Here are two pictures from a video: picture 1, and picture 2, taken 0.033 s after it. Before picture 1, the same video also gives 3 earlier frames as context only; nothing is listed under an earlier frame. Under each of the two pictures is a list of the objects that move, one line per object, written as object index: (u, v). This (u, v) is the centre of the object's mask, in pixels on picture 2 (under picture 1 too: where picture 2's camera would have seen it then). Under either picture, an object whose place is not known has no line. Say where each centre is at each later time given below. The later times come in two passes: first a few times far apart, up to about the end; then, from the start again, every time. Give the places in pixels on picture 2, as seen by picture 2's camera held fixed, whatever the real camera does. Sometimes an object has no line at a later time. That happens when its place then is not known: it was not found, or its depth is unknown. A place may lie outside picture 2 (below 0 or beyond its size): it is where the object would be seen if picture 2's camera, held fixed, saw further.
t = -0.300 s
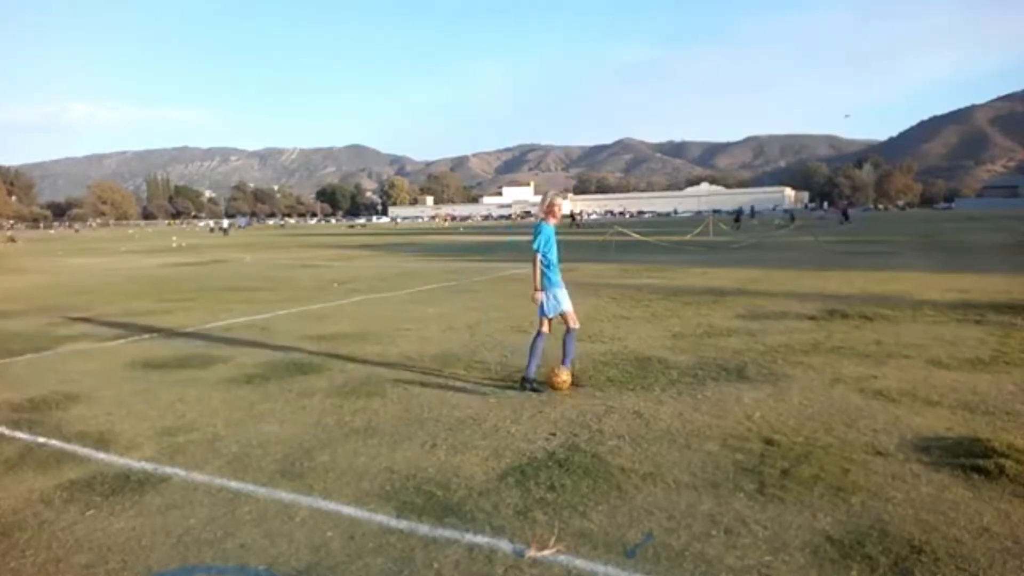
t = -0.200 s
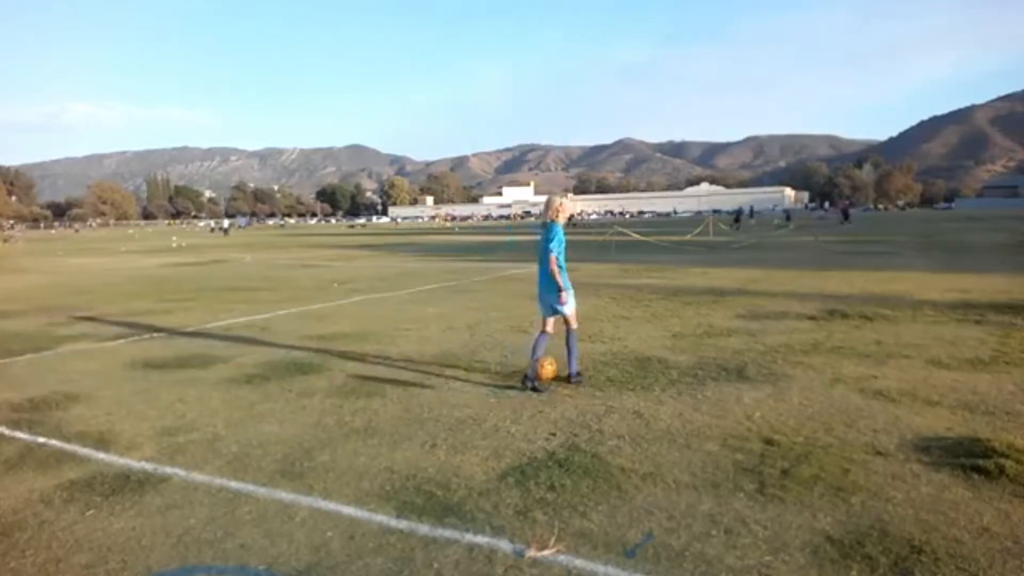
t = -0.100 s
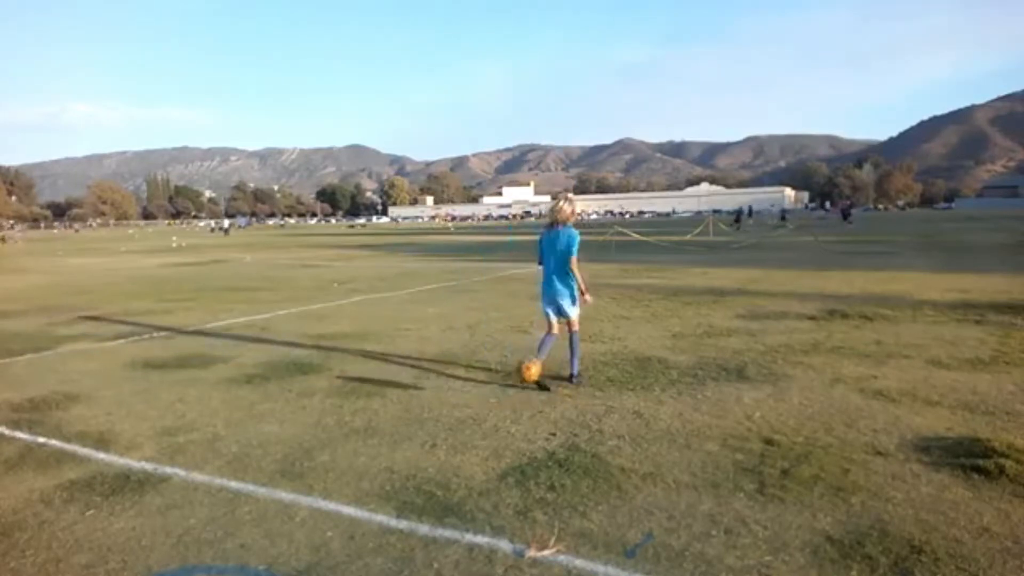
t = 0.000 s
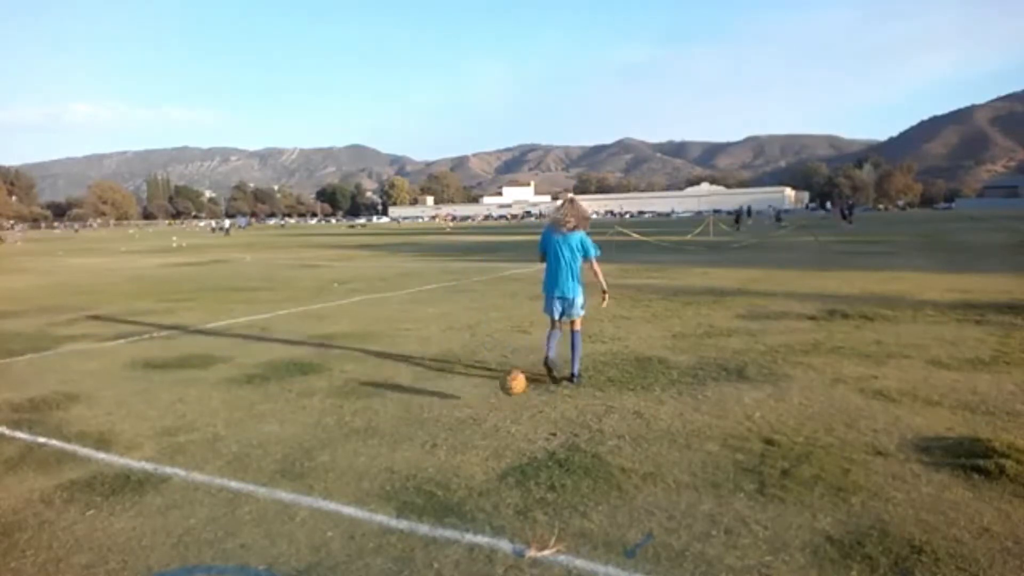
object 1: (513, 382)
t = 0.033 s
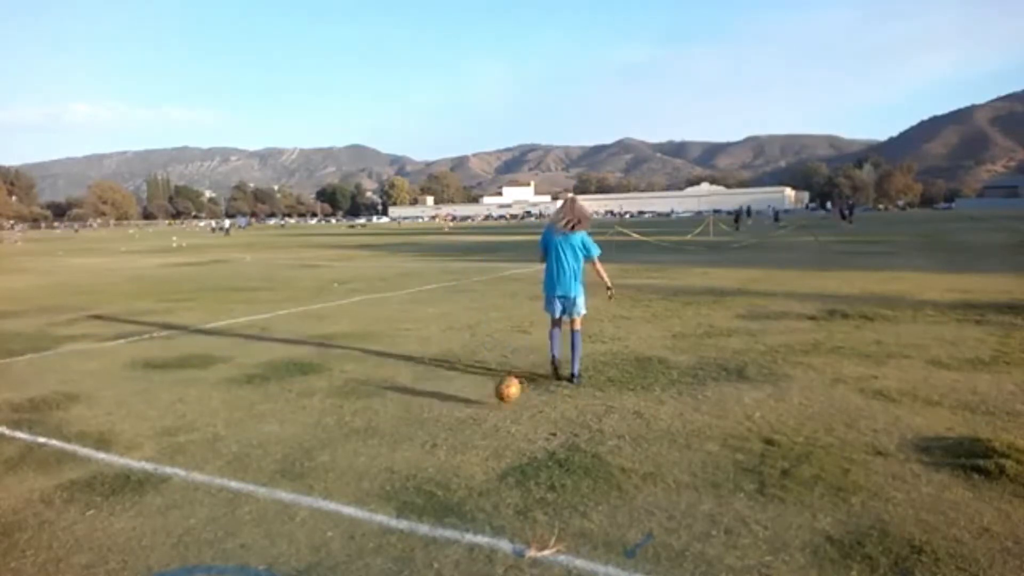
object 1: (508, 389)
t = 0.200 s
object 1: (485, 385)
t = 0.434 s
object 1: (454, 393)
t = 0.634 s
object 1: (429, 397)
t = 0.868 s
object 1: (404, 398)
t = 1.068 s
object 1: (385, 399)
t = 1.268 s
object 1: (368, 401)
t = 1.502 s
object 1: (351, 402)
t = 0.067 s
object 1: (503, 397)
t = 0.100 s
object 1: (499, 392)
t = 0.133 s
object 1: (494, 388)
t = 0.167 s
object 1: (489, 386)
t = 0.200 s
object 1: (485, 385)
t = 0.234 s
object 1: (481, 385)
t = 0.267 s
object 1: (476, 386)
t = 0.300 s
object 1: (472, 389)
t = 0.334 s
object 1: (468, 393)
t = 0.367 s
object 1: (463, 395)
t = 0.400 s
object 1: (458, 395)
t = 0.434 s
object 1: (454, 393)
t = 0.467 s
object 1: (449, 393)
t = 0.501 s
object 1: (445, 395)
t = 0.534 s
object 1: (441, 397)
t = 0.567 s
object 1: (436, 397)
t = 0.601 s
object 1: (432, 396)
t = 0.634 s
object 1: (429, 397)
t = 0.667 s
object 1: (425, 398)
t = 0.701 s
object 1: (422, 398)
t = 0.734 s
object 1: (418, 397)
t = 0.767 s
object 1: (414, 398)
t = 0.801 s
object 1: (410, 398)
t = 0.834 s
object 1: (407, 398)
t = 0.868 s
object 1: (404, 398)
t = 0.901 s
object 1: (401, 398)
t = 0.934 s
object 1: (397, 398)
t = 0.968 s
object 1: (394, 399)
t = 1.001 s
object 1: (391, 398)
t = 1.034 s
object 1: (388, 399)
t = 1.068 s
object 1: (385, 399)
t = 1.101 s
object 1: (382, 400)
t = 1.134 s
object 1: (379, 400)
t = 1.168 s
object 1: (376, 400)
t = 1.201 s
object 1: (373, 401)
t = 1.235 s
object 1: (371, 401)
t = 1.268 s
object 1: (368, 401)
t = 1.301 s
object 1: (365, 401)
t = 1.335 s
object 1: (362, 401)
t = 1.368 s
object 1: (360, 401)
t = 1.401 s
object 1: (358, 402)
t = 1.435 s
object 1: (355, 402)
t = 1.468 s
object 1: (353, 403)
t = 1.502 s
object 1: (351, 402)
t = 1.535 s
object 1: (348, 402)
